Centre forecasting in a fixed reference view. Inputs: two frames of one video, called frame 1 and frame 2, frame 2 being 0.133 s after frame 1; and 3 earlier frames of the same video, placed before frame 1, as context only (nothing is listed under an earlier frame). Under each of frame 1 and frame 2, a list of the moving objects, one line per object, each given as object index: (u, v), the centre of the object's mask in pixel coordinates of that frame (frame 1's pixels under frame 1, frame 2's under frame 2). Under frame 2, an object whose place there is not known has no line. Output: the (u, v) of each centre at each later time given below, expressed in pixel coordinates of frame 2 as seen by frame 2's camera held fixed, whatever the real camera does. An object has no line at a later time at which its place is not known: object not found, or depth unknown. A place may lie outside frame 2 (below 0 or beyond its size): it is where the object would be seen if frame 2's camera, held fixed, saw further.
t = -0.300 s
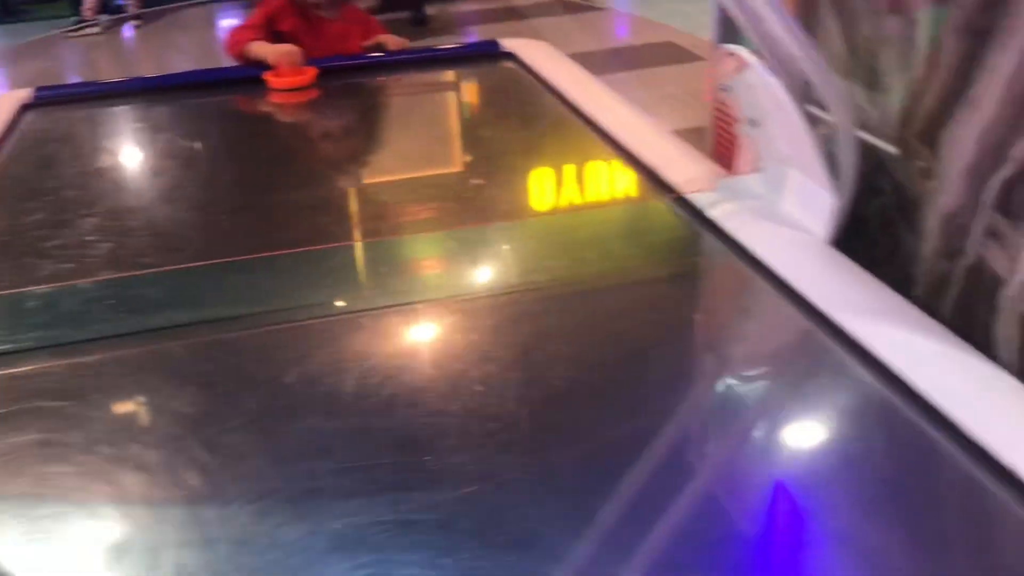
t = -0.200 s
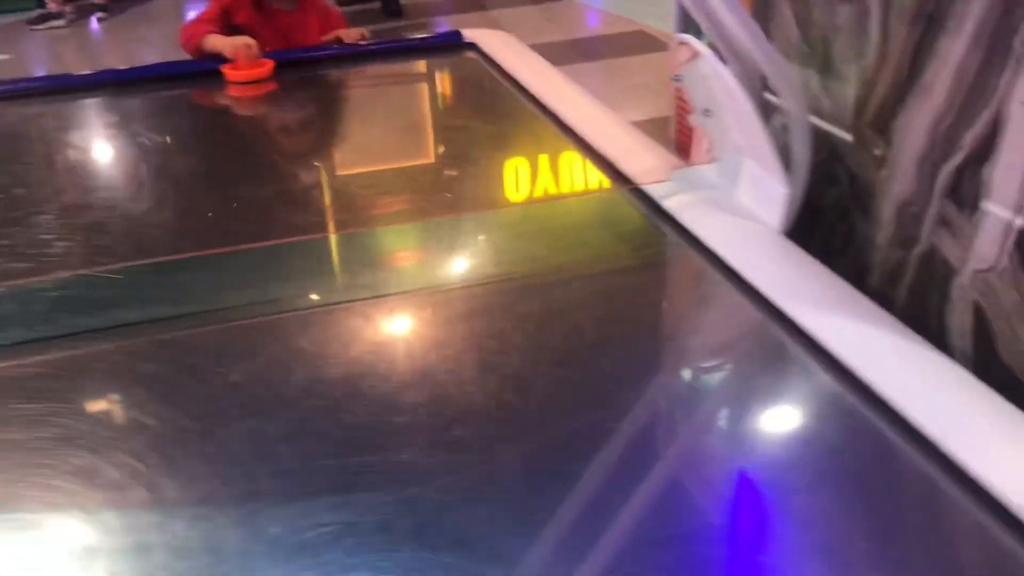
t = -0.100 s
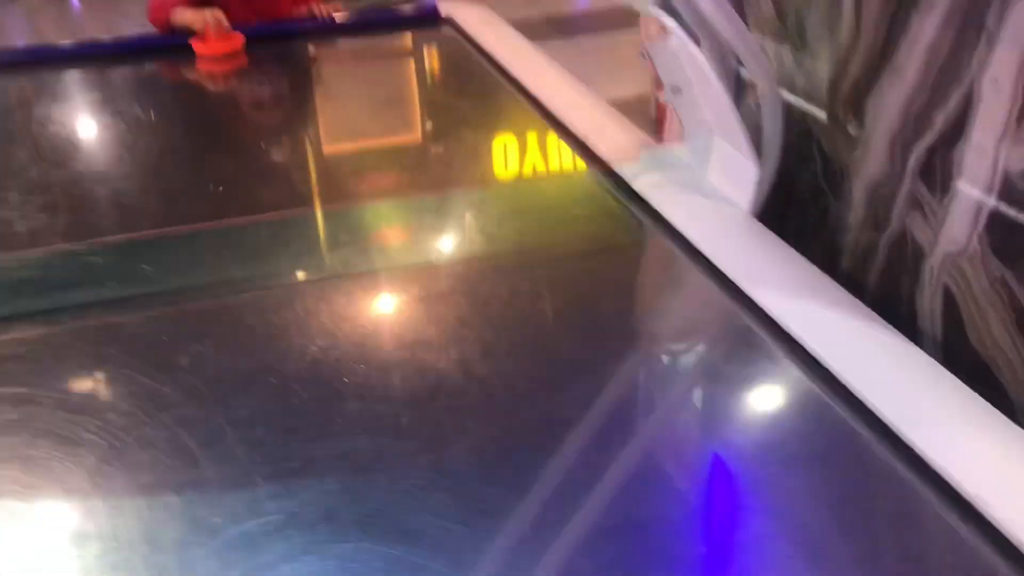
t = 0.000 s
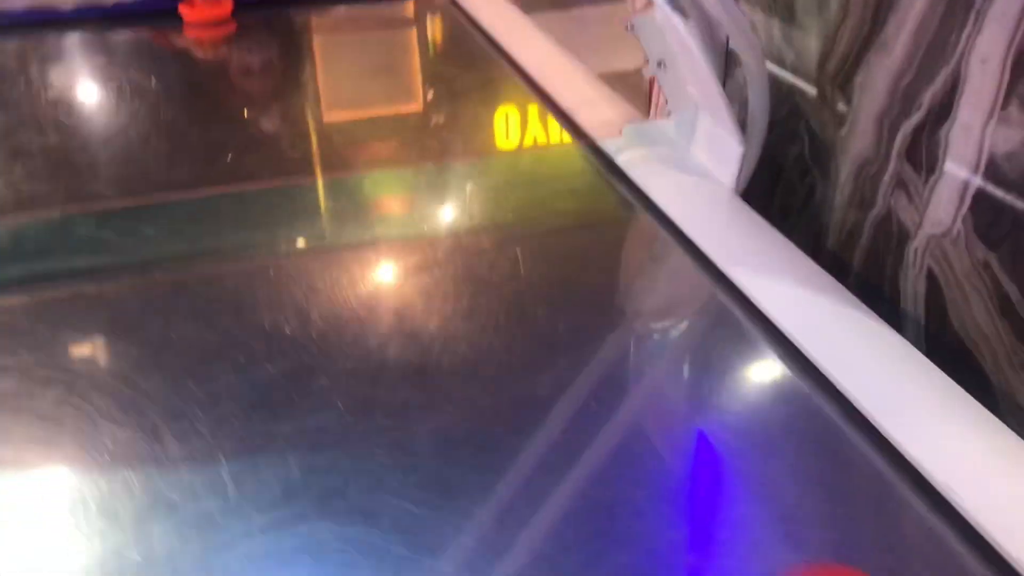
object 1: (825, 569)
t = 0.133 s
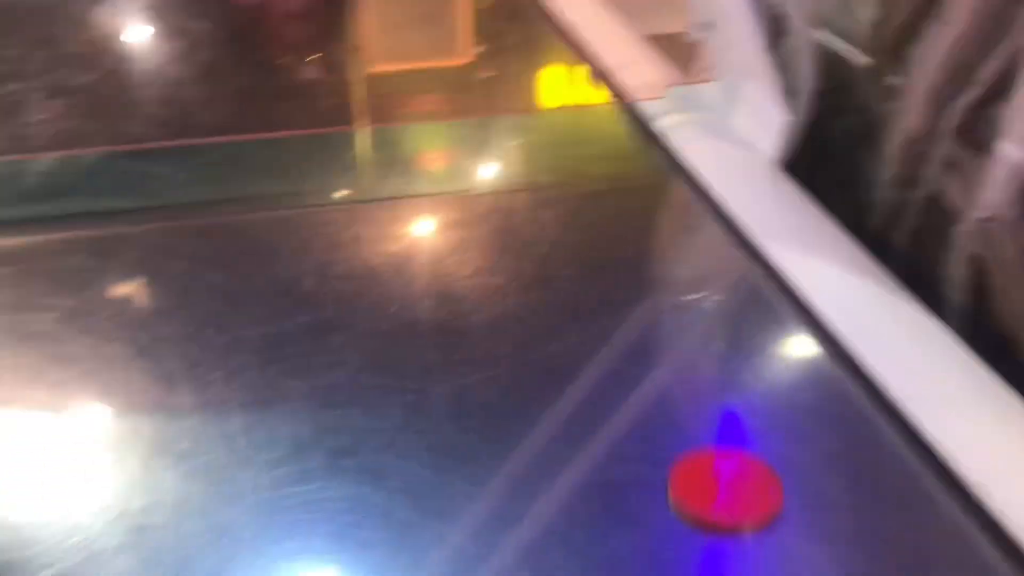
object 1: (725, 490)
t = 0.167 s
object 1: (699, 465)
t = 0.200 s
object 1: (674, 441)
